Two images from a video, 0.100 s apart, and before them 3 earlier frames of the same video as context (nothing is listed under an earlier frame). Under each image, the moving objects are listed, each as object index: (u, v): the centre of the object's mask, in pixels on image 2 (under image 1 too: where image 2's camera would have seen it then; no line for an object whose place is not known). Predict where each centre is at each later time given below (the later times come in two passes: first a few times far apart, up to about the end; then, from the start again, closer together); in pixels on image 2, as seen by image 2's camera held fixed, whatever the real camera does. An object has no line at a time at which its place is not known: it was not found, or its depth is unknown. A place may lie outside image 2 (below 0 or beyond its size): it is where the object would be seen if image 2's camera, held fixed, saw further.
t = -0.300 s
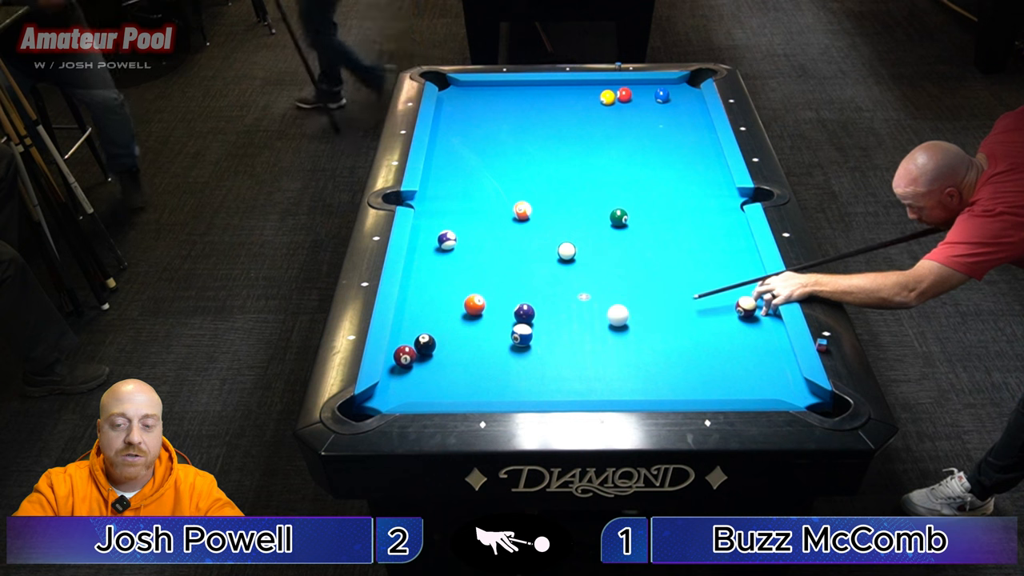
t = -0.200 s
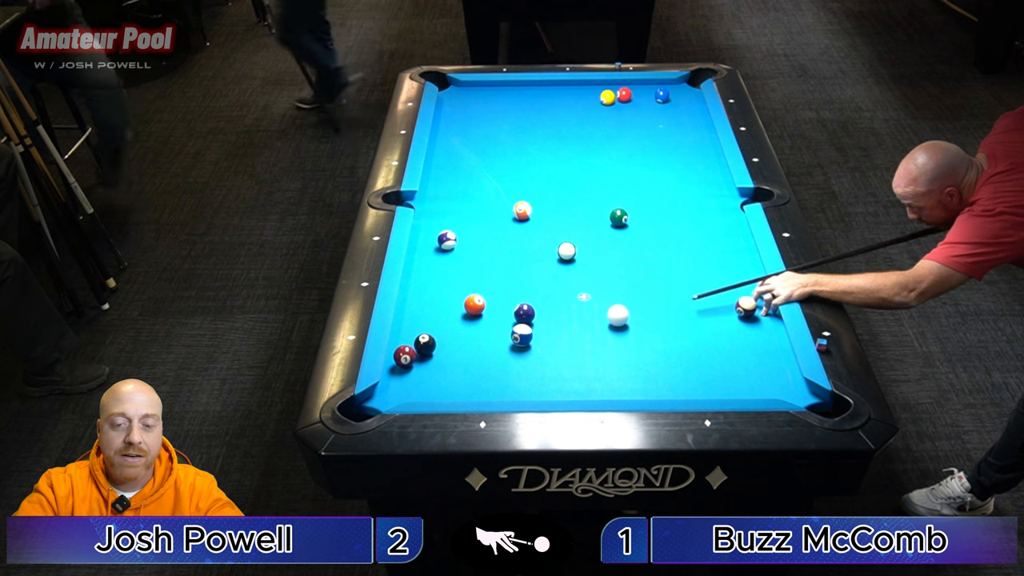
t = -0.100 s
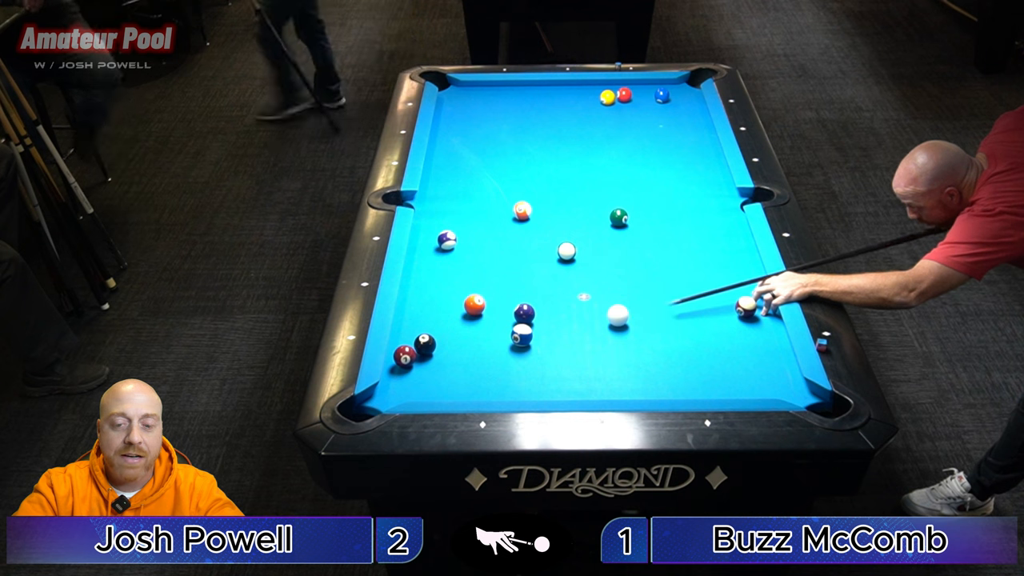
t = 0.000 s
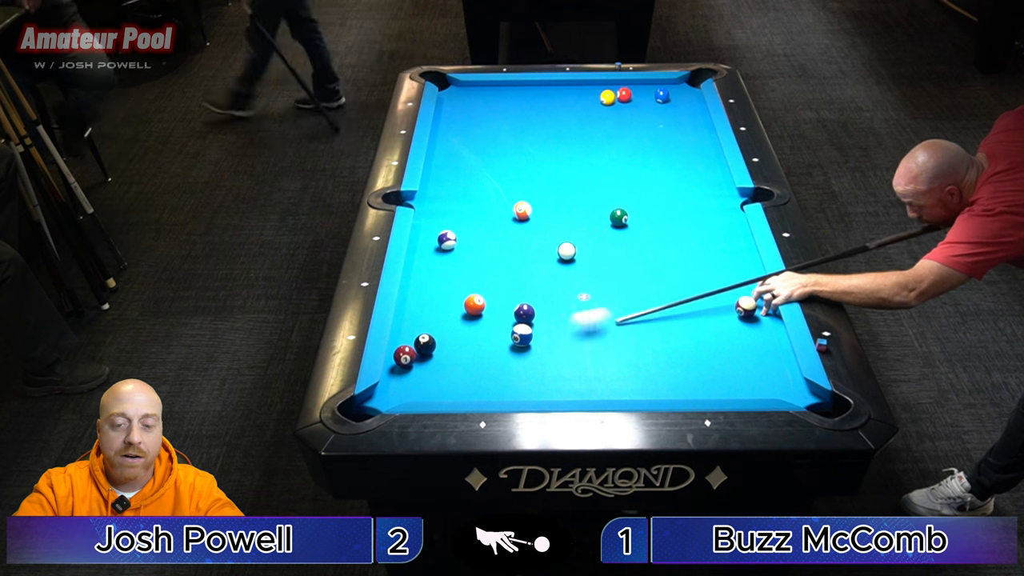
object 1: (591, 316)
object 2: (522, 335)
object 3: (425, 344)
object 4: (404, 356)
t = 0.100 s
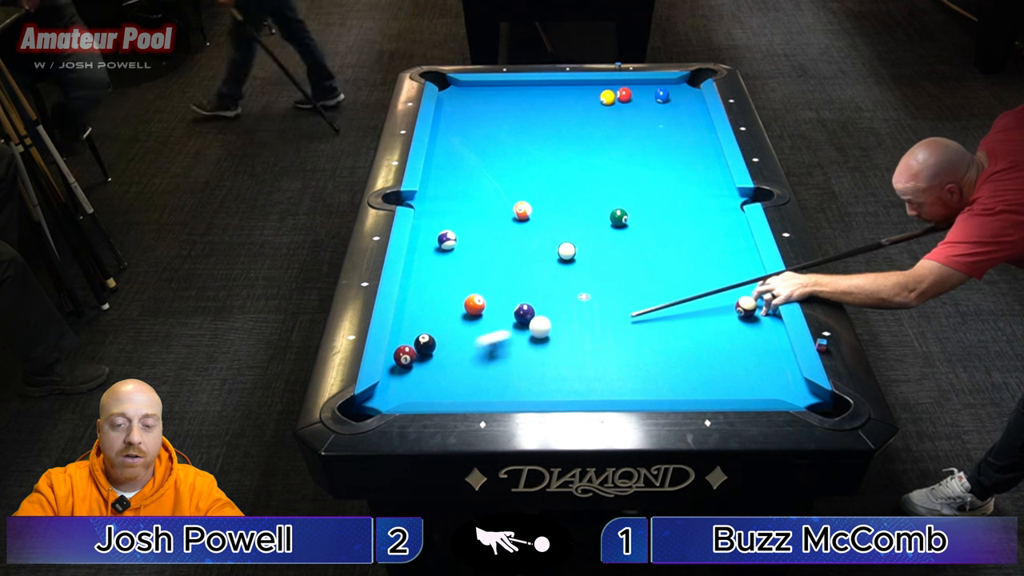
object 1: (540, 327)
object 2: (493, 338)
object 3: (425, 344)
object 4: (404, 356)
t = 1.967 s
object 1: (599, 251)
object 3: (501, 319)
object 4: (420, 350)
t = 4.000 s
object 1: (617, 227)
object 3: (504, 318)
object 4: (420, 350)
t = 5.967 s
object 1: (617, 227)
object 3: (504, 318)
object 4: (420, 350)
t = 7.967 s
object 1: (617, 227)
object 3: (504, 318)
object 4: (420, 350)
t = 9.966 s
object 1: (617, 227)
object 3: (504, 318)
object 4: (420, 350)
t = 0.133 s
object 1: (541, 325)
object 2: (469, 346)
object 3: (425, 344)
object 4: (404, 356)
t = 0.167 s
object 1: (542, 323)
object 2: (450, 354)
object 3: (425, 344)
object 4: (404, 356)
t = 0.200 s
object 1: (543, 321)
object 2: (427, 359)
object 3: (424, 343)
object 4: (403, 355)
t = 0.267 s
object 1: (547, 317)
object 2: (396, 378)
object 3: (425, 344)
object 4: (399, 351)
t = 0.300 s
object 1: (548, 315)
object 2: (390, 388)
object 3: (425, 344)
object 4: (402, 351)
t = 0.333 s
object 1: (550, 313)
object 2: (393, 395)
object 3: (427, 344)
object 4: (404, 351)
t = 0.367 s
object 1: (551, 311)
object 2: (393, 399)
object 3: (429, 343)
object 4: (405, 351)
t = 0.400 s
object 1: (552, 310)
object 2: (390, 399)
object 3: (431, 342)
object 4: (406, 351)
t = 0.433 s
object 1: (554, 308)
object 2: (386, 398)
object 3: (434, 341)
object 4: (407, 351)
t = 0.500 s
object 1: (556, 305)
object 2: (381, 397)
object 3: (438, 340)
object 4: (409, 351)
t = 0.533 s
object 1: (558, 303)
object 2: (378, 396)
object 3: (440, 339)
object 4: (409, 351)
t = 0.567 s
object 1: (559, 301)
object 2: (378, 397)
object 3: (442, 338)
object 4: (410, 351)
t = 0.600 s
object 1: (560, 300)
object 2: (378, 398)
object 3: (444, 337)
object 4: (411, 351)
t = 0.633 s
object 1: (562, 298)
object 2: (379, 399)
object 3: (446, 337)
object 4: (412, 351)
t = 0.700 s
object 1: (564, 295)
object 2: (379, 402)
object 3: (450, 336)
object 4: (413, 351)
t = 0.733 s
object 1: (565, 293)
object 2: (379, 403)
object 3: (451, 335)
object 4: (414, 350)
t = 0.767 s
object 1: (567, 292)
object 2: (378, 404)
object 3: (453, 334)
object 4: (414, 350)
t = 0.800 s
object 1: (568, 290)
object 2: (376, 406)
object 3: (455, 333)
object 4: (415, 350)
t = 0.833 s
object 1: (569, 289)
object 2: (372, 410)
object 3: (457, 333)
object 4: (415, 350)
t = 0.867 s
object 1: (570, 287)
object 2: (371, 415)
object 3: (458, 332)
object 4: (416, 350)
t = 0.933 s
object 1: (572, 284)
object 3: (462, 331)
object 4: (417, 350)
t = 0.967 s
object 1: (573, 283)
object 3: (464, 330)
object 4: (418, 350)
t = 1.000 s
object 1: (574, 282)
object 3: (465, 330)
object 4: (418, 350)
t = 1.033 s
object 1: (575, 280)
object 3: (467, 329)
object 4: (418, 350)
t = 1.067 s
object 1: (576, 279)
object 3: (468, 329)
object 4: (419, 350)
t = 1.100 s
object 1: (578, 278)
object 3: (470, 329)
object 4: (419, 350)
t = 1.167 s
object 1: (580, 275)
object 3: (473, 328)
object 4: (419, 350)
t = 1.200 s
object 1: (581, 274)
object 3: (474, 327)
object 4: (420, 350)
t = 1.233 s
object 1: (582, 273)
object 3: (476, 327)
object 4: (420, 350)
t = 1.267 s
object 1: (583, 272)
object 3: (477, 326)
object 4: (420, 350)
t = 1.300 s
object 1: (583, 270)
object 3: (479, 326)
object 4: (420, 350)
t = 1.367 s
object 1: (585, 268)
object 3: (481, 325)
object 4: (420, 350)
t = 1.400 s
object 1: (586, 267)
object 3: (483, 325)
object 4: (420, 350)
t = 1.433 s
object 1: (587, 266)
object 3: (484, 324)
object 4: (420, 350)
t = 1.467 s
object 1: (588, 265)
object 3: (485, 324)
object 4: (420, 350)
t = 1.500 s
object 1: (589, 264)
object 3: (487, 323)
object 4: (420, 350)
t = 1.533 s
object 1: (590, 263)
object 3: (488, 323)
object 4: (420, 350)
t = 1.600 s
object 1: (591, 261)
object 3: (490, 322)
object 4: (420, 350)
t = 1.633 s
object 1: (592, 260)
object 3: (491, 322)
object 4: (420, 350)
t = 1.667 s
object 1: (593, 259)
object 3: (492, 322)
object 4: (420, 350)
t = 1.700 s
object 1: (594, 258)
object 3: (493, 321)
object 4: (420, 350)
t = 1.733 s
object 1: (594, 257)
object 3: (494, 321)
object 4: (420, 350)
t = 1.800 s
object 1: (596, 255)
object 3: (496, 320)
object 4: (420, 350)
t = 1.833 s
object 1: (596, 254)
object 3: (497, 320)
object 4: (420, 350)
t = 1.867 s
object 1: (597, 253)
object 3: (498, 320)
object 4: (420, 350)
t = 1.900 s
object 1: (598, 252)
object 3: (499, 319)
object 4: (420, 350)
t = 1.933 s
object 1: (598, 251)
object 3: (500, 319)
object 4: (420, 350)
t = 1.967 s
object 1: (599, 251)
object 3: (501, 319)
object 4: (420, 350)
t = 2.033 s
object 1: (600, 249)
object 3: (502, 318)
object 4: (420, 350)
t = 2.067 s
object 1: (601, 248)
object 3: (503, 318)
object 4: (420, 350)
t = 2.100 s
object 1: (601, 247)
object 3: (503, 318)
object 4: (420, 350)
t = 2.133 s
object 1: (602, 247)
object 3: (504, 318)
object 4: (420, 350)
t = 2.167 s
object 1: (602, 246)
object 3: (504, 318)
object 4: (420, 350)
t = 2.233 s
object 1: (603, 244)
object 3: (504, 318)
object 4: (420, 350)
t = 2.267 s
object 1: (604, 244)
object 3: (504, 318)
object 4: (420, 350)
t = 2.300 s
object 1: (605, 243)
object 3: (504, 318)
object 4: (420, 350)
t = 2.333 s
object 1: (605, 242)
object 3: (504, 318)
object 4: (420, 350)
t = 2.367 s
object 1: (606, 242)
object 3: (504, 318)
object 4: (420, 350)
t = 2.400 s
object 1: (606, 241)
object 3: (504, 318)
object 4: (420, 350)
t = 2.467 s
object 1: (607, 240)
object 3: (504, 318)
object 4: (420, 350)
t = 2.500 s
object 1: (608, 239)
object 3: (504, 318)
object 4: (420, 350)
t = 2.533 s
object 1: (608, 239)
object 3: (504, 318)
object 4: (420, 350)
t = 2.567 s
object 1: (608, 238)
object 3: (504, 318)
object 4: (420, 350)
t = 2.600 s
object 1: (609, 238)
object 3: (504, 318)
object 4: (420, 350)
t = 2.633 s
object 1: (609, 237)
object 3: (504, 318)
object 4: (420, 350)
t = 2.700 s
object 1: (610, 236)
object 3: (504, 318)
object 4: (420, 350)
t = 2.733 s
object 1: (610, 236)
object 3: (504, 318)
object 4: (420, 350)
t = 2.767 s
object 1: (611, 235)
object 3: (504, 318)
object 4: (420, 350)
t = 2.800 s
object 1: (611, 235)
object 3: (504, 318)
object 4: (420, 350)
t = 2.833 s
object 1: (611, 234)
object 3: (504, 318)
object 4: (420, 350)
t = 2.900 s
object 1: (612, 234)
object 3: (504, 318)
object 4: (420, 350)
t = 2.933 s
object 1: (612, 233)
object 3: (504, 318)
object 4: (420, 350)
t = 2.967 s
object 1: (612, 233)
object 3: (504, 318)
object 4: (420, 350)
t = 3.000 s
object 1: (613, 232)
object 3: (504, 318)
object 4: (420, 350)
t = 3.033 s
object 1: (613, 232)
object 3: (504, 318)
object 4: (420, 350)
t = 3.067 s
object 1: (613, 232)
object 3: (504, 318)
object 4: (420, 350)
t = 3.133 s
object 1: (614, 231)
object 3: (504, 318)
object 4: (420, 350)
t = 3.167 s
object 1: (614, 231)
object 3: (504, 318)
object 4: (420, 350)
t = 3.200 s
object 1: (614, 230)
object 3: (504, 318)
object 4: (420, 350)
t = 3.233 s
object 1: (615, 230)
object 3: (504, 318)
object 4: (420, 350)
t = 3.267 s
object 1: (615, 230)
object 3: (504, 318)
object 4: (420, 350)
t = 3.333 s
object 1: (615, 229)
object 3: (504, 318)
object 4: (420, 350)
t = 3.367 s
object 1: (616, 229)
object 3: (504, 318)
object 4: (420, 350)
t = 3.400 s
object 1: (616, 229)
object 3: (504, 318)
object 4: (420, 350)
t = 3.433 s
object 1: (616, 229)
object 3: (504, 318)
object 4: (420, 350)
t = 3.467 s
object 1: (616, 229)
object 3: (504, 318)
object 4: (420, 350)
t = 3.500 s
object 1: (616, 228)
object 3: (504, 318)
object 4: (420, 350)
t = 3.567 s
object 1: (617, 228)
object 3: (504, 318)
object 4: (420, 350)
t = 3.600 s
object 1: (617, 228)
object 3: (504, 318)
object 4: (420, 350)
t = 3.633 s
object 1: (617, 228)
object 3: (504, 318)
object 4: (420, 350)
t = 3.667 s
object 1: (617, 228)
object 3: (504, 318)
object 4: (420, 350)
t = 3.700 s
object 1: (617, 228)
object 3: (504, 318)
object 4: (420, 350)
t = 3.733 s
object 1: (617, 227)
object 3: (504, 318)
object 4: (420, 350)
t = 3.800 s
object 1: (617, 227)
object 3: (504, 318)
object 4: (420, 350)
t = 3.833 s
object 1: (617, 227)
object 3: (504, 318)
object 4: (420, 350)
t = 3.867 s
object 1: (617, 227)
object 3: (504, 318)
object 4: (420, 350)
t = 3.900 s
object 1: (617, 227)
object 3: (504, 318)
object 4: (420, 350)
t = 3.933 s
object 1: (617, 227)
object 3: (504, 318)
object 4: (420, 350)
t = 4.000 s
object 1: (617, 227)
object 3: (504, 318)
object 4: (420, 350)
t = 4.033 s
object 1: (617, 227)
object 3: (504, 318)
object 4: (420, 350)
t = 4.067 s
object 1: (617, 227)
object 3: (504, 318)
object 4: (420, 350)
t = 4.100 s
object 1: (617, 227)
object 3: (504, 318)
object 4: (420, 350)
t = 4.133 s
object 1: (617, 227)
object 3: (504, 318)
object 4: (420, 350)
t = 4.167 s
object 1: (617, 227)
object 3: (504, 318)
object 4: (420, 350)
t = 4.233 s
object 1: (617, 227)
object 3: (504, 318)
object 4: (420, 350)
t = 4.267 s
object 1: (617, 227)
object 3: (504, 318)
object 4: (420, 350)
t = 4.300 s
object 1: (617, 227)
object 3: (504, 318)
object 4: (420, 350)
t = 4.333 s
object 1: (617, 227)
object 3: (504, 318)
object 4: (420, 350)
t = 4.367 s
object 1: (617, 227)
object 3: (504, 318)
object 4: (420, 350)
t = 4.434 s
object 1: (617, 227)
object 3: (504, 318)
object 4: (420, 350)
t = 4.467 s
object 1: (617, 227)
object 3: (504, 318)
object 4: (420, 350)
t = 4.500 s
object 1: (617, 227)
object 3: (504, 318)
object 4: (420, 350)
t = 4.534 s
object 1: (617, 227)
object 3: (504, 318)
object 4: (420, 350)
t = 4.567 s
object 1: (617, 227)
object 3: (504, 318)
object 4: (420, 350)
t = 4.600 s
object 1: (617, 227)
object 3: (504, 318)
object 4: (420, 350)
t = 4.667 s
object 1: (617, 227)
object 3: (504, 318)
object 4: (420, 350)
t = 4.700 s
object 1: (617, 227)
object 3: (504, 318)
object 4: (420, 350)
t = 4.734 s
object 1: (617, 227)
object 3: (504, 318)
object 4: (420, 350)
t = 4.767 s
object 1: (617, 227)
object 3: (504, 318)
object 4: (420, 350)
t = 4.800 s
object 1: (617, 227)
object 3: (504, 318)
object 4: (420, 350)
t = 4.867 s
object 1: (617, 227)
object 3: (504, 318)
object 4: (420, 350)
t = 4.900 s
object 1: (617, 227)
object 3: (504, 318)
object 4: (420, 350)
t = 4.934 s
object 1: (617, 227)
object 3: (504, 318)
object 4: (420, 350)
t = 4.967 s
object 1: (617, 227)
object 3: (504, 318)
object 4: (420, 350)
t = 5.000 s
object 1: (617, 227)
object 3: (504, 318)
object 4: (420, 350)
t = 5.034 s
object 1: (617, 227)
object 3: (504, 318)
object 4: (420, 350)
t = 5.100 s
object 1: (617, 227)
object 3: (504, 318)
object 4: (420, 350)
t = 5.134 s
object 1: (617, 227)
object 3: (504, 318)
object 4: (420, 350)
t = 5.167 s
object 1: (617, 227)
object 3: (504, 318)
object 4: (420, 350)
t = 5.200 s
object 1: (617, 227)
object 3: (504, 318)
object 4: (420, 350)
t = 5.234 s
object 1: (617, 227)
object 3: (504, 318)
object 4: (420, 350)
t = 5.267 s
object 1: (617, 227)
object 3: (504, 318)
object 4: (420, 350)
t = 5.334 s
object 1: (617, 227)
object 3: (504, 318)
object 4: (420, 350)
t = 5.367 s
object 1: (617, 227)
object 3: (504, 318)
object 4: (420, 350)
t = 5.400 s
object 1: (617, 227)
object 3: (504, 318)
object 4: (420, 350)
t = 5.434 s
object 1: (617, 227)
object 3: (504, 318)
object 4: (420, 350)
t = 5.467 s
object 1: (617, 227)
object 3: (504, 318)
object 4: (420, 350)
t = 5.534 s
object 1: (617, 227)
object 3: (504, 318)
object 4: (420, 350)
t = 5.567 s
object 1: (617, 227)
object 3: (504, 318)
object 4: (420, 350)
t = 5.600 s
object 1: (617, 227)
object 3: (504, 318)
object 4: (420, 350)
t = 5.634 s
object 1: (617, 227)
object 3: (504, 318)
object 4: (420, 350)
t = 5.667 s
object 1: (617, 227)
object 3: (504, 318)
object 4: (420, 350)
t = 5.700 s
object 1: (617, 227)
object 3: (504, 318)
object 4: (420, 350)
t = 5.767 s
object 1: (617, 227)
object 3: (504, 318)
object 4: (420, 350)
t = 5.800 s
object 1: (617, 227)
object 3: (504, 318)
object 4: (420, 350)
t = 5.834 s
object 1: (617, 227)
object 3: (504, 318)
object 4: (420, 350)
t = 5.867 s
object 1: (617, 227)
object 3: (504, 318)
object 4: (420, 350)
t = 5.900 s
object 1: (617, 227)
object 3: (504, 318)
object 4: (420, 350)
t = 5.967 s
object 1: (617, 227)
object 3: (504, 318)
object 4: (420, 350)
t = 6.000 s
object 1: (617, 227)
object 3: (504, 318)
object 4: (420, 350)
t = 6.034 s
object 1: (617, 227)
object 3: (504, 318)
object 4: (420, 350)
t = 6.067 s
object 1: (617, 227)
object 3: (504, 318)
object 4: (420, 350)
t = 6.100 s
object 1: (617, 227)
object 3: (504, 318)
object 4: (420, 350)
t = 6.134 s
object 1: (617, 227)
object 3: (504, 318)
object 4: (420, 350)
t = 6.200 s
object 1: (617, 227)
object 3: (504, 318)
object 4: (420, 350)
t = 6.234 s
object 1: (617, 227)
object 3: (504, 318)
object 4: (420, 350)
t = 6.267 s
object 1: (617, 227)
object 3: (504, 318)
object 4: (420, 350)
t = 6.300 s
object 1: (617, 227)
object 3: (504, 318)
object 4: (420, 350)
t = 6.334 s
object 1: (617, 227)
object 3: (504, 318)
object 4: (420, 350)
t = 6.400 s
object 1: (617, 227)
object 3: (504, 318)
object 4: (420, 350)
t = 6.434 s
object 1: (617, 227)
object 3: (504, 318)
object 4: (420, 350)
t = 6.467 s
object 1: (617, 227)
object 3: (504, 318)
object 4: (420, 350)
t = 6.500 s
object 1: (617, 227)
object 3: (504, 318)
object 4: (420, 350)
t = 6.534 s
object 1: (617, 227)
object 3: (504, 318)
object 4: (420, 350)
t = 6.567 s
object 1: (617, 227)
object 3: (504, 318)
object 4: (420, 350)
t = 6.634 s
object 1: (617, 227)
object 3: (504, 318)
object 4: (420, 350)
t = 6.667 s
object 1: (617, 227)
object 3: (504, 318)
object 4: (420, 350)
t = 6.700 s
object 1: (617, 227)
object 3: (504, 318)
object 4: (420, 350)
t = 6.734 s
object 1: (617, 227)
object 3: (504, 318)
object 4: (420, 350)
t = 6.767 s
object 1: (617, 227)
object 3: (504, 318)
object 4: (420, 350)
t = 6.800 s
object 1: (617, 227)
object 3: (504, 318)
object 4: (420, 350)
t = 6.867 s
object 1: (617, 227)
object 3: (504, 318)
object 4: (420, 350)
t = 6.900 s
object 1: (617, 227)
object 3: (504, 318)
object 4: (420, 350)
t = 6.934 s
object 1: (617, 227)
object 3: (504, 318)
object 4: (420, 350)
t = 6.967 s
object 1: (617, 227)
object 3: (504, 318)
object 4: (420, 350)
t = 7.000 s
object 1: (617, 227)
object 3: (504, 318)
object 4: (420, 350)
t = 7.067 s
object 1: (617, 227)
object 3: (504, 318)
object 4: (420, 350)
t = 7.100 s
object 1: (617, 227)
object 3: (504, 318)
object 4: (420, 350)
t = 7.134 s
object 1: (617, 227)
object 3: (504, 318)
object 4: (420, 350)
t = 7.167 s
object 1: (617, 227)
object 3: (504, 318)
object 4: (420, 350)
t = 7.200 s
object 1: (617, 227)
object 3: (504, 318)
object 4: (420, 350)
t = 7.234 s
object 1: (617, 227)
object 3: (504, 318)
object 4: (420, 350)
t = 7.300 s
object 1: (617, 227)
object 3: (504, 318)
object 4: (420, 350)
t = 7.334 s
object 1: (617, 227)
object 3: (504, 318)
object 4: (420, 350)
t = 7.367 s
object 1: (617, 227)
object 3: (504, 318)
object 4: (420, 350)
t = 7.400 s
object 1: (617, 227)
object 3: (504, 318)
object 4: (420, 350)
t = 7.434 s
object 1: (617, 227)
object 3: (504, 318)
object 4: (420, 350)
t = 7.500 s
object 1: (617, 227)
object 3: (504, 318)
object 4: (420, 350)
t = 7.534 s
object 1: (617, 227)
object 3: (504, 318)
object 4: (420, 350)
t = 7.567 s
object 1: (617, 227)
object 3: (504, 318)
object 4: (420, 350)
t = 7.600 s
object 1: (617, 227)
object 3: (504, 318)
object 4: (420, 350)
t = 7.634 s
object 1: (617, 227)
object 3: (504, 318)
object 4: (420, 350)
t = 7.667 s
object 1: (617, 227)
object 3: (504, 318)
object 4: (420, 350)
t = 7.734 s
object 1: (617, 227)
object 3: (504, 318)
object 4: (420, 350)
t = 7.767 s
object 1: (617, 227)
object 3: (504, 318)
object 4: (420, 350)
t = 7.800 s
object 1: (617, 227)
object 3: (504, 318)
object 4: (420, 350)
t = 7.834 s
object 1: (617, 227)
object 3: (504, 318)
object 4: (420, 350)
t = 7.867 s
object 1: (617, 227)
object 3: (504, 318)
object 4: (420, 350)
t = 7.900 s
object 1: (617, 227)
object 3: (504, 318)
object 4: (420, 350)
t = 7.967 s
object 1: (617, 227)
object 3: (504, 318)
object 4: (420, 350)
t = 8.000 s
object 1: (617, 227)
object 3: (504, 318)
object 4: (420, 350)
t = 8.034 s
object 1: (617, 227)
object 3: (504, 318)
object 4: (420, 350)
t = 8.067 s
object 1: (617, 227)
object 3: (504, 318)
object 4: (420, 350)
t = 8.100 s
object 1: (617, 227)
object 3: (504, 318)
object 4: (420, 350)
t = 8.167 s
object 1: (617, 227)
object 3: (504, 318)
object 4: (420, 350)
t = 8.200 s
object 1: (617, 227)
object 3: (504, 318)
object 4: (420, 350)
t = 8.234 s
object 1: (617, 227)
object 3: (504, 318)
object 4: (420, 350)
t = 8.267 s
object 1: (617, 227)
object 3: (504, 318)
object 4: (420, 350)
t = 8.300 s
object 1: (617, 227)
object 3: (504, 318)
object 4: (420, 350)
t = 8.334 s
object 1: (617, 227)
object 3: (504, 318)
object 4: (420, 350)
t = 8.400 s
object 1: (617, 227)
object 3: (504, 318)
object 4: (420, 350)
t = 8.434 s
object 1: (617, 227)
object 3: (504, 318)
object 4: (420, 350)
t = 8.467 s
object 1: (617, 227)
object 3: (504, 318)
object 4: (420, 350)
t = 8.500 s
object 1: (617, 227)
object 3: (504, 318)
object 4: (420, 350)
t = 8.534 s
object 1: (617, 227)
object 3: (504, 318)
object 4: (420, 350)
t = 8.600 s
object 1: (617, 227)
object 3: (504, 318)
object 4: (420, 350)
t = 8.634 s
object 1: (617, 227)
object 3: (504, 318)
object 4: (420, 350)
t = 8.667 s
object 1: (617, 227)
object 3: (504, 318)
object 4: (420, 350)
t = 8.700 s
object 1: (617, 227)
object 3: (504, 318)
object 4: (420, 350)
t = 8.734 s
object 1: (617, 227)
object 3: (504, 318)
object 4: (420, 350)
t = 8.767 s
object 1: (617, 227)
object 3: (504, 318)
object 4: (420, 350)
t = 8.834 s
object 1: (617, 227)
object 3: (504, 318)
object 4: (420, 350)
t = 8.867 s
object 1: (617, 227)
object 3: (504, 318)
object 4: (420, 350)
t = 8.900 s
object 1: (617, 227)
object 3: (504, 318)
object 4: (420, 350)
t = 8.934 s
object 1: (617, 227)
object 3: (504, 318)
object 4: (420, 350)
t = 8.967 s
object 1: (617, 227)
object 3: (504, 318)
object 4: (420, 350)
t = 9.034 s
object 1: (617, 227)
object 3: (504, 318)
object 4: (420, 350)
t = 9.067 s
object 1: (617, 227)
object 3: (504, 318)
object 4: (420, 350)
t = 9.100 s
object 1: (617, 227)
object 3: (504, 318)
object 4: (420, 350)
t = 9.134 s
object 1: (617, 227)
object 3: (504, 318)
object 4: (420, 350)
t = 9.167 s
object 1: (617, 227)
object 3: (504, 318)
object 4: (420, 350)
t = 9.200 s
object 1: (617, 227)
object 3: (504, 318)
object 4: (420, 350)
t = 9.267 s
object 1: (617, 227)
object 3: (504, 318)
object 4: (420, 350)
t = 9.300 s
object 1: (617, 227)
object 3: (504, 318)
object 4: (420, 350)
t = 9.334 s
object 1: (617, 227)
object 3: (504, 318)
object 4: (420, 350)
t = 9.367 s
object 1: (617, 227)
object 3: (504, 318)
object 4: (420, 350)
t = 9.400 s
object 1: (617, 227)
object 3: (504, 318)
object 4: (420, 350)
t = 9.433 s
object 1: (617, 227)
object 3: (504, 318)
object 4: (420, 350)
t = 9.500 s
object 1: (617, 227)
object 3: (504, 318)
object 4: (420, 350)
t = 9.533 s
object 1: (617, 227)
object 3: (504, 318)
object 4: (420, 350)
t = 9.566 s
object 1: (617, 227)
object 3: (504, 318)
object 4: (420, 350)
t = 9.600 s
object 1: (617, 227)
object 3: (504, 318)
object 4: (420, 350)
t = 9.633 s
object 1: (617, 227)
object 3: (504, 318)
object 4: (420, 350)
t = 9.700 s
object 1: (617, 227)
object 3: (504, 318)
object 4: (420, 350)
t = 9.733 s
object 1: (617, 227)
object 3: (504, 318)
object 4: (420, 350)
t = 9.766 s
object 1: (617, 227)
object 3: (504, 318)
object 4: (420, 350)
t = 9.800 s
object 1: (617, 227)
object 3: (504, 318)
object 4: (420, 350)
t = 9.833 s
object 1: (617, 227)
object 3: (504, 318)
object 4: (420, 350)
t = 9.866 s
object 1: (617, 227)
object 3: (504, 318)
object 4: (420, 350)
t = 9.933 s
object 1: (617, 227)
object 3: (504, 318)
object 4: (420, 350)
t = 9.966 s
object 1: (617, 227)
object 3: (504, 318)
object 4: (420, 350)
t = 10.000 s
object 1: (617, 227)
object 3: (504, 318)
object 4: (420, 350)
